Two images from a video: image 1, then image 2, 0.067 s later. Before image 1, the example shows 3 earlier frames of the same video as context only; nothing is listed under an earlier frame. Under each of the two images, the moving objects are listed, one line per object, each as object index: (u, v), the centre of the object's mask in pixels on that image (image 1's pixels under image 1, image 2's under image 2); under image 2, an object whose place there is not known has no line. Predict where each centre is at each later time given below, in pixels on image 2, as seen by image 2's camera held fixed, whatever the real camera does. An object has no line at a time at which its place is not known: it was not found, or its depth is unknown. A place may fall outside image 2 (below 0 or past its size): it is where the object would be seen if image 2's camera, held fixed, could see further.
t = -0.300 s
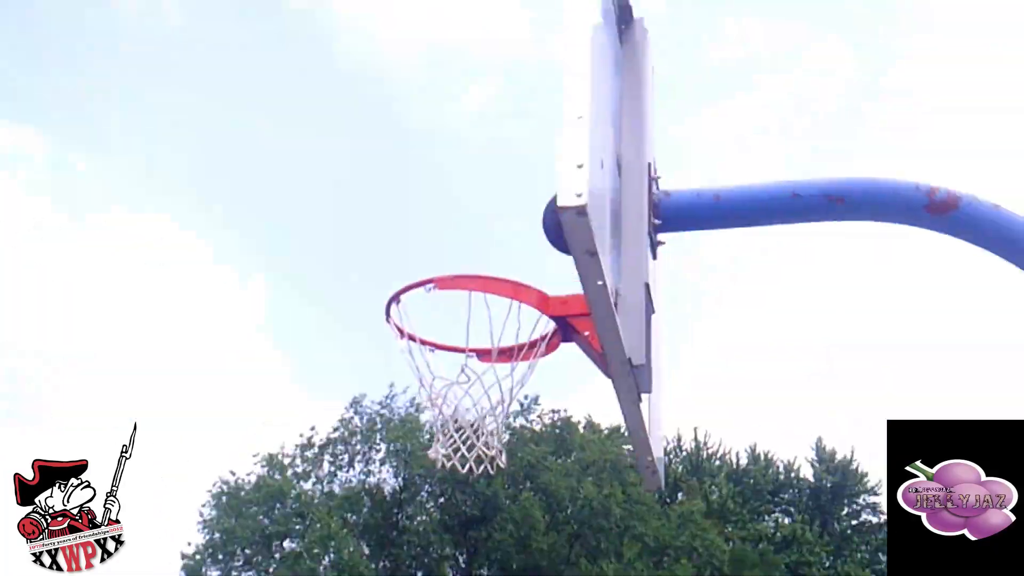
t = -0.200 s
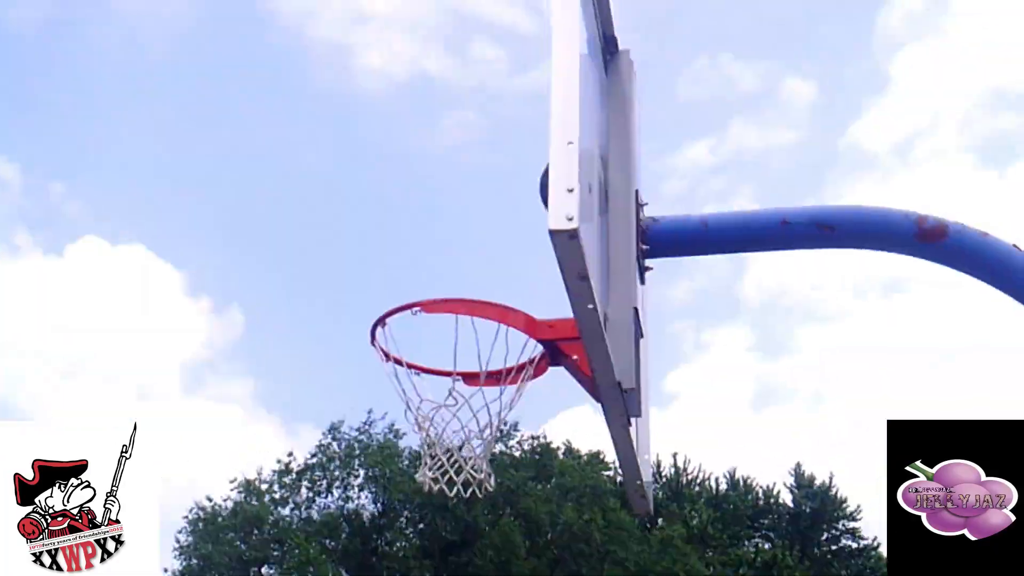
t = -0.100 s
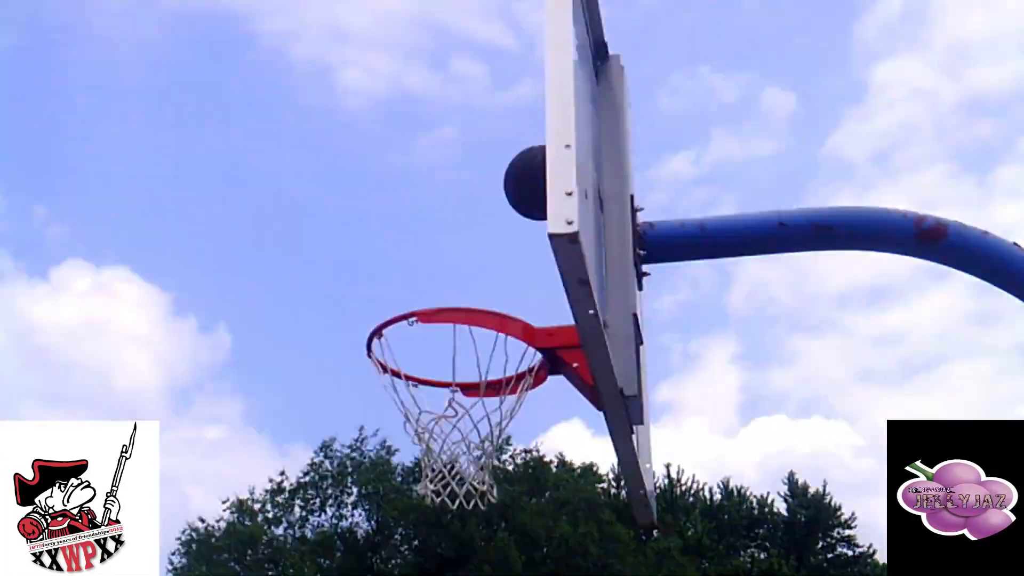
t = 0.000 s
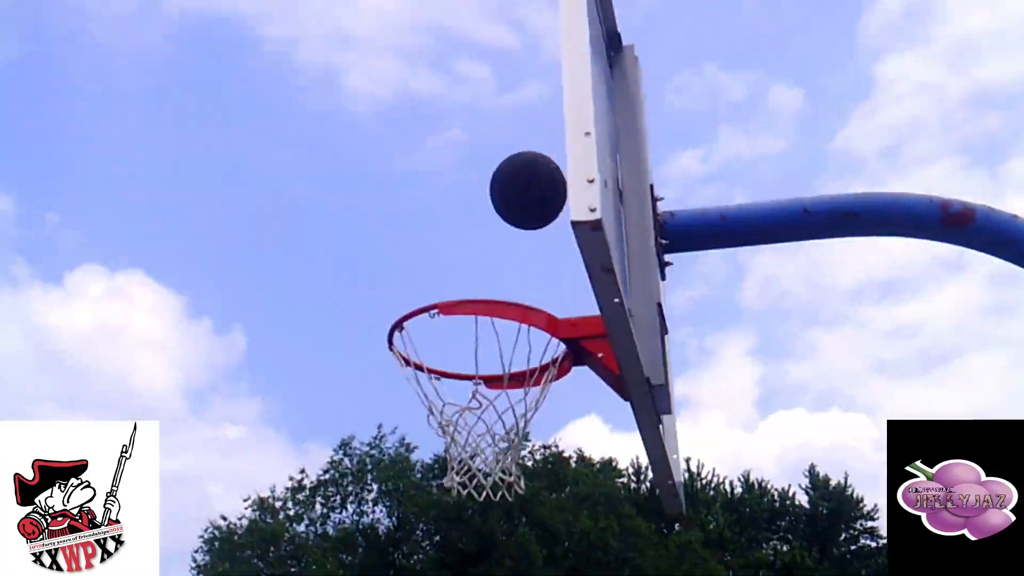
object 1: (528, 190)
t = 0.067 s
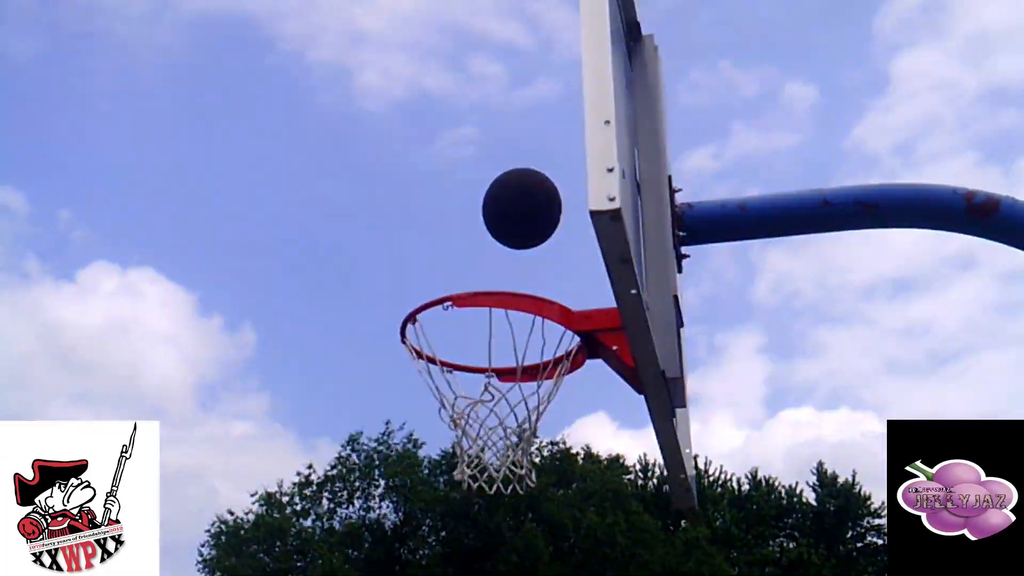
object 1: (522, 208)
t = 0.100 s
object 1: (508, 224)
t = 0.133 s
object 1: (497, 240)
